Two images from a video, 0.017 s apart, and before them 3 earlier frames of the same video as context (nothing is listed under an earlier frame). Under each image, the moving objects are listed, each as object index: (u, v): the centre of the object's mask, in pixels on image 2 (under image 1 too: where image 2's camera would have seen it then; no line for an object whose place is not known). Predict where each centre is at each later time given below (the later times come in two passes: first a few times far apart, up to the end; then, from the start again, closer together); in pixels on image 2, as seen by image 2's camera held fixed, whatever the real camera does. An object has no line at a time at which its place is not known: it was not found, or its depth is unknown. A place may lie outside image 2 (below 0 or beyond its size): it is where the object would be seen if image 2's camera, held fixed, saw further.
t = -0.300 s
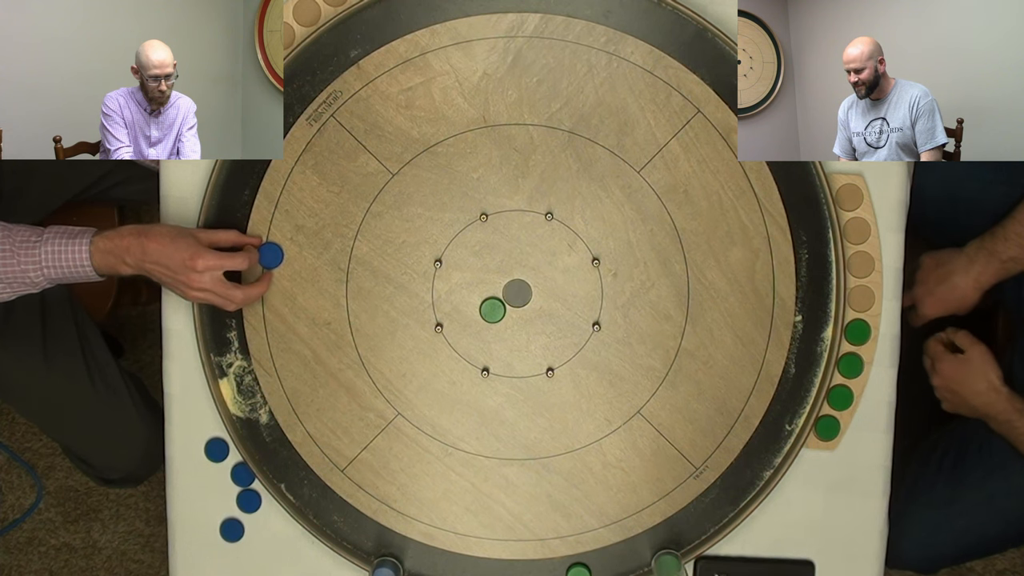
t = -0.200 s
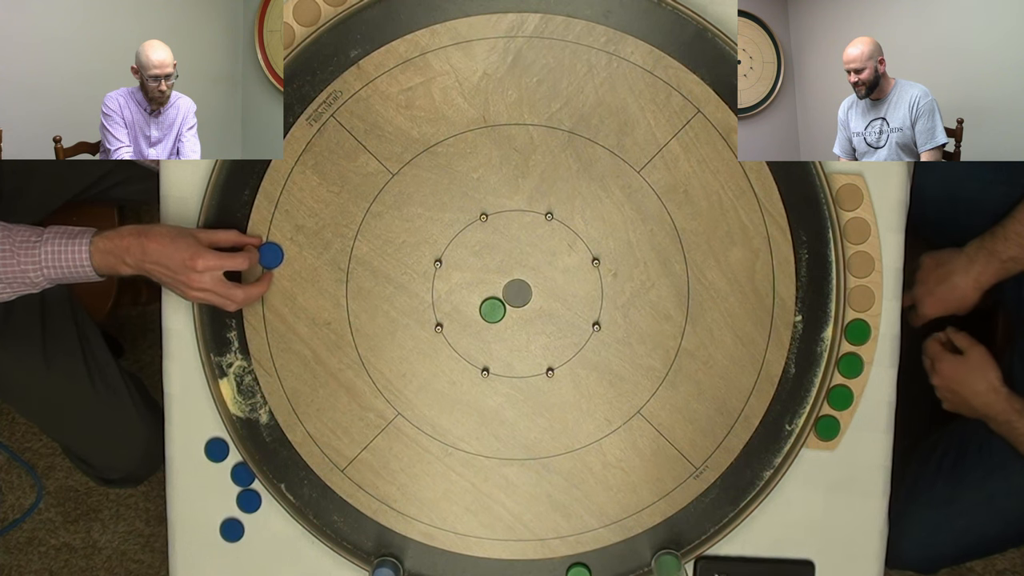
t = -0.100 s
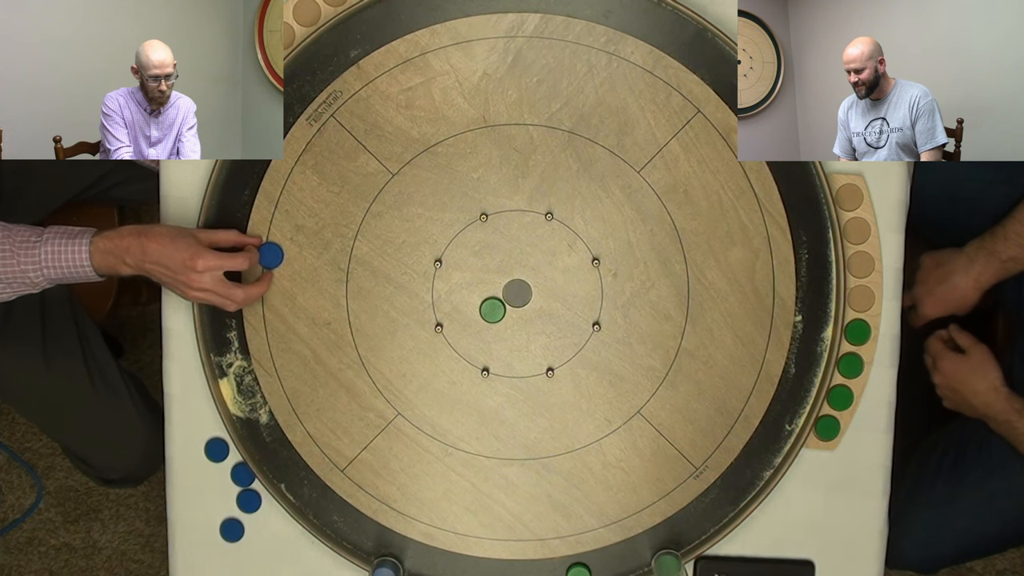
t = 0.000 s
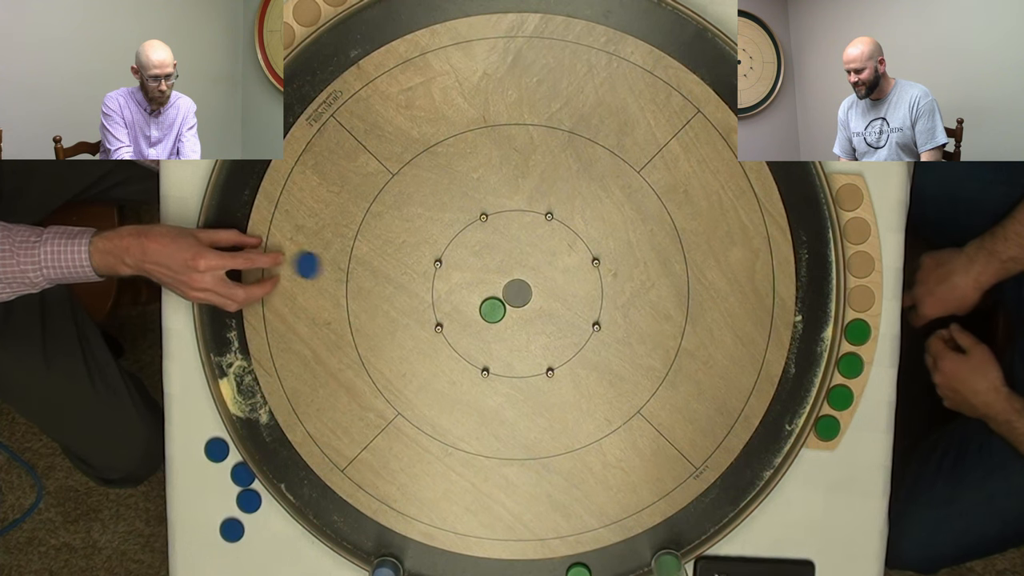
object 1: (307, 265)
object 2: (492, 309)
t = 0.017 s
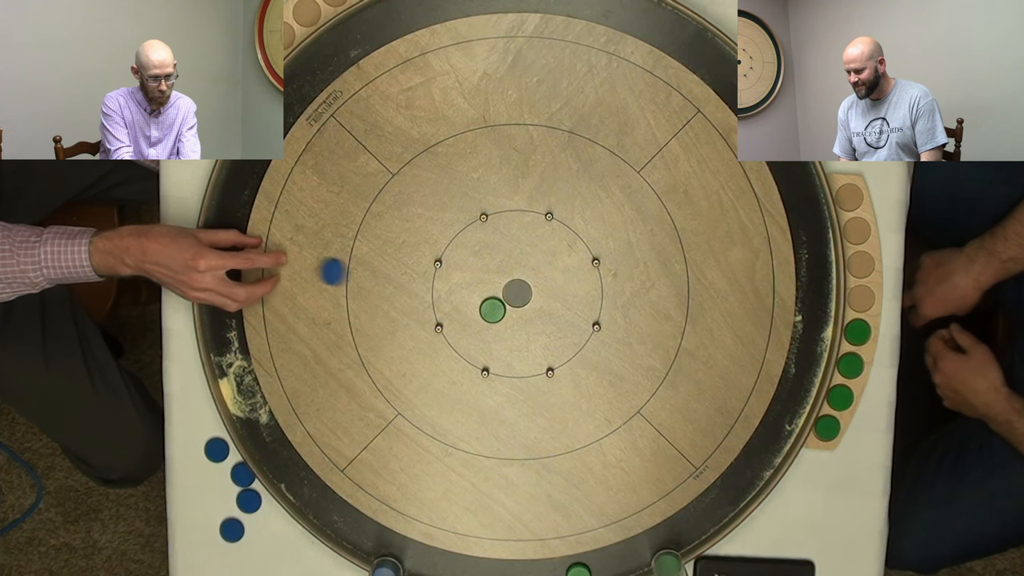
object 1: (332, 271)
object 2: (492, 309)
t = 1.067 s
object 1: (512, 212)
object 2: (511, 334)
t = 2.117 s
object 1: (512, 212)
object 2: (511, 334)
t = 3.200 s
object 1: (512, 212)
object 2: (511, 334)
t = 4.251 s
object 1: (512, 212)
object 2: (511, 334)
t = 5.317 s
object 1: (512, 212)
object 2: (511, 334)
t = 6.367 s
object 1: (512, 212)
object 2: (511, 334)
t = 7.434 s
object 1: (512, 212)
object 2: (511, 333)
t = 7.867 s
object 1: (512, 212)
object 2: (511, 333)
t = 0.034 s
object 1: (358, 278)
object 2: (492, 309)
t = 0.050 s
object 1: (382, 284)
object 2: (492, 309)
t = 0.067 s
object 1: (407, 291)
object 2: (492, 309)
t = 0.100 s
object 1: (455, 303)
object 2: (492, 309)
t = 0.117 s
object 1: (468, 307)
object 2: (504, 311)
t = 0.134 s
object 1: (471, 310)
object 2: (525, 315)
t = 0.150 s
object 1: (474, 312)
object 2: (547, 319)
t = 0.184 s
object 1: (479, 316)
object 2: (573, 324)
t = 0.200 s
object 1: (481, 317)
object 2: (556, 325)
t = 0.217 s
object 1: (483, 319)
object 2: (540, 325)
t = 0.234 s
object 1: (484, 320)
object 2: (523, 325)
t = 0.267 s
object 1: (469, 319)
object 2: (511, 328)
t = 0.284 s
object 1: (457, 318)
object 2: (511, 330)
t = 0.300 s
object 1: (455, 312)
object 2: (511, 331)
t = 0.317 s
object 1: (459, 305)
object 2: (511, 332)
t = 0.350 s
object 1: (467, 290)
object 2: (511, 333)
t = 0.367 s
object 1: (471, 283)
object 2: (511, 333)
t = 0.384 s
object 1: (475, 277)
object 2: (511, 333)
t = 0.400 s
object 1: (478, 271)
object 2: (511, 333)
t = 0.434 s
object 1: (484, 260)
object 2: (511, 333)
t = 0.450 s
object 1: (487, 255)
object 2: (511, 333)
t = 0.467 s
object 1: (490, 250)
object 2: (511, 333)
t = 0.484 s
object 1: (492, 246)
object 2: (511, 333)
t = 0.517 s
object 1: (497, 238)
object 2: (511, 333)
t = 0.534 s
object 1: (499, 234)
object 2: (511, 333)
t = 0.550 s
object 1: (501, 231)
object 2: (511, 333)
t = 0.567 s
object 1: (502, 228)
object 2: (511, 333)
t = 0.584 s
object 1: (504, 226)
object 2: (511, 333)
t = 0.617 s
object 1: (506, 221)
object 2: (511, 333)
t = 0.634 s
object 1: (507, 219)
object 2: (511, 333)
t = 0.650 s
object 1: (508, 217)
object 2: (511, 333)
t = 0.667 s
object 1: (509, 216)
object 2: (511, 333)
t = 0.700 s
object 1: (510, 213)
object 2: (511, 333)
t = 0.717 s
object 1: (510, 212)
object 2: (511, 333)
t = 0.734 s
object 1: (510, 212)
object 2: (511, 333)
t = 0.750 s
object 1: (510, 211)
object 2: (511, 333)
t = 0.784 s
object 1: (510, 211)
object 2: (511, 333)
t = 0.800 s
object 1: (511, 211)
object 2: (511, 333)
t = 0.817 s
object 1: (511, 212)
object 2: (511, 333)
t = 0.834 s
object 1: (511, 212)
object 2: (511, 333)
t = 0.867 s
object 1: (512, 212)
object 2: (511, 333)
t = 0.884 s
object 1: (512, 212)
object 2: (511, 333)
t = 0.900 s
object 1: (512, 212)
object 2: (511, 333)
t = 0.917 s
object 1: (512, 212)
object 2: (511, 333)
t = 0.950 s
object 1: (512, 212)
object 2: (511, 334)
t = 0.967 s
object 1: (512, 212)
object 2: (511, 334)
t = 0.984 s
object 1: (512, 212)
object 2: (511, 334)
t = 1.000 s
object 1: (512, 212)
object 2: (511, 334)
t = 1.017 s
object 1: (512, 212)
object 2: (511, 333)
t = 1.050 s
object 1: (512, 212)
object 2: (511, 334)
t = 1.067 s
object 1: (512, 212)
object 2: (511, 334)
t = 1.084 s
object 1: (512, 212)
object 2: (511, 334)
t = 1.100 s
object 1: (512, 212)
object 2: (511, 334)
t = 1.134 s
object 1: (512, 212)
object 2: (511, 334)
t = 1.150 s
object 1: (512, 212)
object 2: (511, 333)
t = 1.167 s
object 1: (512, 212)
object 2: (511, 333)
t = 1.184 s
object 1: (512, 212)
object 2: (511, 333)
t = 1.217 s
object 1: (512, 212)
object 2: (511, 333)
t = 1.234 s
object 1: (512, 212)
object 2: (511, 334)
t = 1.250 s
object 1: (512, 212)
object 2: (511, 334)
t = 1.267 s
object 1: (512, 212)
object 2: (511, 334)
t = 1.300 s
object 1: (512, 212)
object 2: (511, 334)
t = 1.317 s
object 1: (512, 212)
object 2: (511, 334)
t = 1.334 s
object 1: (512, 212)
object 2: (511, 334)
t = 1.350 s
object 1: (512, 212)
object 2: (511, 333)
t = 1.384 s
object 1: (512, 212)
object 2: (511, 334)
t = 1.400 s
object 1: (512, 212)
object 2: (511, 334)
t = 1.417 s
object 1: (512, 212)
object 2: (511, 333)
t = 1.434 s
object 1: (512, 212)
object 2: (511, 334)
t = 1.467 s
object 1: (512, 212)
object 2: (511, 333)
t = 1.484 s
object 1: (512, 212)
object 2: (511, 333)
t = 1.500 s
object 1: (512, 212)
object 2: (511, 334)
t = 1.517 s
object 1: (512, 212)
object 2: (511, 334)
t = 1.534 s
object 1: (512, 212)
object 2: (511, 334)
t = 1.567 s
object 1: (512, 212)
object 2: (511, 334)
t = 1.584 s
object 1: (512, 212)
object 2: (511, 334)
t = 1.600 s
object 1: (512, 212)
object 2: (511, 333)
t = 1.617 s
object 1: (512, 212)
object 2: (511, 333)
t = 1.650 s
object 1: (512, 212)
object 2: (511, 334)
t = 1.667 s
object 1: (512, 212)
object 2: (511, 333)
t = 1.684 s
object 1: (512, 212)
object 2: (511, 334)
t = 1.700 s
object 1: (512, 212)
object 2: (511, 333)
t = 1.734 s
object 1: (512, 212)
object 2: (511, 333)
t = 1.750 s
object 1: (512, 212)
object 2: (511, 334)
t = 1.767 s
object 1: (512, 212)
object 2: (511, 334)
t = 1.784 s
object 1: (512, 212)
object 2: (511, 333)
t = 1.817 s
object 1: (512, 212)
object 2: (511, 334)
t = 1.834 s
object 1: (512, 212)
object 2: (511, 333)
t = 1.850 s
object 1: (512, 212)
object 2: (511, 334)
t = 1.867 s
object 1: (512, 212)
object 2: (511, 333)
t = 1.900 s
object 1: (512, 212)
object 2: (511, 334)
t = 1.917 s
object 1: (512, 212)
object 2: (511, 334)
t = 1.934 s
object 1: (512, 212)
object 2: (511, 333)
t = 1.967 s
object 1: (512, 212)
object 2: (511, 334)
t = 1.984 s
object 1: (512, 212)
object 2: (511, 334)
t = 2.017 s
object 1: (512, 212)
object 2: (511, 333)
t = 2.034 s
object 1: (512, 212)
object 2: (511, 334)
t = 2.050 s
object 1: (512, 212)
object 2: (511, 334)
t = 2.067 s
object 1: (512, 212)
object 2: (511, 334)
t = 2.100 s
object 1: (512, 212)
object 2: (511, 333)
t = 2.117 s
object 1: (512, 212)
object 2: (511, 334)
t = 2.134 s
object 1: (512, 212)
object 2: (511, 334)
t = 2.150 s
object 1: (512, 212)
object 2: (511, 334)
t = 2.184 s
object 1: (512, 212)
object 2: (511, 333)
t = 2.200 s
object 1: (512, 212)
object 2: (511, 333)
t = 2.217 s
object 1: (512, 212)
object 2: (511, 333)
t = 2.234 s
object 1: (512, 212)
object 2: (511, 334)
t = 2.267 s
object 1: (512, 212)
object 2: (511, 334)
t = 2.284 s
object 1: (512, 212)
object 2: (511, 333)
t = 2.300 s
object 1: (512, 212)
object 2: (511, 333)
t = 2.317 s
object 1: (512, 212)
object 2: (511, 333)
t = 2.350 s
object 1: (512, 212)
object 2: (511, 334)
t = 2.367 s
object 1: (512, 212)
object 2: (511, 334)
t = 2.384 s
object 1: (512, 212)
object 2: (511, 333)
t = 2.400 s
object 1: (512, 212)
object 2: (511, 334)
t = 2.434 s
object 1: (512, 212)
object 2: (511, 334)
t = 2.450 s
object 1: (512, 212)
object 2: (511, 333)
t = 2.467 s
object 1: (512, 212)
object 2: (511, 334)
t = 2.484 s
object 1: (512, 212)
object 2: (511, 334)
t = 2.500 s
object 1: (512, 212)
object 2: (511, 333)
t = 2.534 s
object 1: (512, 212)
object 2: (511, 333)
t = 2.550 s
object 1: (512, 212)
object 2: (511, 334)
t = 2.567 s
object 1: (512, 212)
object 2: (511, 334)
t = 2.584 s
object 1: (512, 212)
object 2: (511, 334)
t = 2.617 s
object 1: (512, 212)
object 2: (511, 334)
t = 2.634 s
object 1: (512, 212)
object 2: (511, 334)
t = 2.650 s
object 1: (512, 212)
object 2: (511, 334)
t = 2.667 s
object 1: (512, 212)
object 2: (511, 333)
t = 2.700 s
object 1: (512, 212)
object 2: (511, 333)
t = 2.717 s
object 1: (512, 212)
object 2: (511, 334)
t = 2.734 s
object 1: (512, 212)
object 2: (511, 334)
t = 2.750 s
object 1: (512, 212)
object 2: (511, 334)
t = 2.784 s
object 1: (512, 212)
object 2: (511, 333)
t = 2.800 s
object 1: (512, 212)
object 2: (511, 333)
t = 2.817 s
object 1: (512, 212)
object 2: (511, 334)
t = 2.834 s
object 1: (512, 212)
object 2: (511, 334)
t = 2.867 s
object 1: (512, 212)
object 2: (511, 334)
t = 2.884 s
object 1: (512, 212)
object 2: (511, 334)
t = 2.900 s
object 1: (512, 212)
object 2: (511, 334)
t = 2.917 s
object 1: (512, 212)
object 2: (511, 334)
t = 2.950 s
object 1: (512, 212)
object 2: (511, 333)
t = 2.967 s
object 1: (512, 212)
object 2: (511, 333)
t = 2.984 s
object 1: (512, 212)
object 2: (511, 334)
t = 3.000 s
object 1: (512, 212)
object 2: (511, 334)
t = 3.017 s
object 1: (512, 212)
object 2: (511, 334)
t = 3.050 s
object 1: (512, 212)
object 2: (511, 334)
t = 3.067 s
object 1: (512, 212)
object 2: (511, 334)
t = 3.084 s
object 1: (512, 212)
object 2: (511, 333)
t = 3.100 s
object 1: (512, 212)
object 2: (511, 334)
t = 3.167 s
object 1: (512, 212)
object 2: (511, 334)
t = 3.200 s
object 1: (512, 212)
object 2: (511, 334)
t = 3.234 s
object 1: (512, 212)
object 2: (511, 334)
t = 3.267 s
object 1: (512, 212)
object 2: (511, 334)
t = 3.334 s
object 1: (512, 212)
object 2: (511, 334)
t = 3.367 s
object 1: (512, 212)
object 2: (511, 333)
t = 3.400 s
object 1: (512, 212)
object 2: (511, 334)
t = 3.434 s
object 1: (512, 212)
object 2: (511, 334)
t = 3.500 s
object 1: (512, 212)
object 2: (511, 333)
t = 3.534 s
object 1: (512, 212)
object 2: (511, 334)
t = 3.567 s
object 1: (512, 212)
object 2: (511, 334)
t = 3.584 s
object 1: (512, 212)
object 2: (511, 333)
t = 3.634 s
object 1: (512, 212)
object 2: (511, 334)
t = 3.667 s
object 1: (512, 212)
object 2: (511, 333)
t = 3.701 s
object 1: (512, 212)
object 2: (511, 333)
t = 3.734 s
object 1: (512, 212)
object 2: (511, 333)
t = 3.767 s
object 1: (512, 212)
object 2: (511, 333)
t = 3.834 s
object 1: (512, 212)
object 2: (511, 333)
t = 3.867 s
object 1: (512, 212)
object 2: (511, 333)
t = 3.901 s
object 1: (512, 212)
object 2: (511, 334)
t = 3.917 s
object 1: (512, 212)
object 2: (511, 334)
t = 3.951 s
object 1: (512, 212)
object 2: (511, 334)
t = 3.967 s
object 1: (512, 212)
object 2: (511, 333)
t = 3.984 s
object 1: (512, 212)
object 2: (511, 334)
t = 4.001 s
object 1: (512, 212)
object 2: (511, 333)
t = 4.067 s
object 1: (512, 212)
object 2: (511, 333)
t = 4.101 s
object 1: (512, 212)
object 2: (511, 333)
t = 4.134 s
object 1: (512, 212)
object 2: (511, 333)
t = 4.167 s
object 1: (512, 212)
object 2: (511, 334)
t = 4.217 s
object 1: (512, 212)
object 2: (511, 333)
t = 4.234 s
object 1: (512, 212)
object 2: (511, 333)
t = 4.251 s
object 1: (512, 212)
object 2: (511, 334)
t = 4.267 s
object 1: (512, 212)
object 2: (511, 333)
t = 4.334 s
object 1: (512, 212)
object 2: (511, 334)
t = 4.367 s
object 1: (512, 212)
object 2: (511, 334)
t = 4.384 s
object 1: (512, 212)
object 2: (511, 334)
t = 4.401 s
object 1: (512, 212)
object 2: (511, 333)
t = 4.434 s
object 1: (512, 212)
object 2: (511, 333)
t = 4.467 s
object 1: (512, 212)
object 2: (511, 334)
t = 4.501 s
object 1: (512, 212)
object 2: (511, 334)
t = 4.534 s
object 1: (512, 212)
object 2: (511, 334)
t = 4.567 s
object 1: (512, 212)
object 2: (511, 333)
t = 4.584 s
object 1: (512, 212)
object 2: (511, 333)
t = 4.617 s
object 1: (512, 212)
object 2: (511, 333)
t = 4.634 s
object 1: (512, 212)
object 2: (511, 333)
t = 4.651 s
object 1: (512, 212)
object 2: (511, 334)
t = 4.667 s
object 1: (512, 212)
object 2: (511, 333)
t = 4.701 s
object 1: (512, 212)
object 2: (511, 333)
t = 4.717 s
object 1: (512, 212)
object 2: (511, 333)
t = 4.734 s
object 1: (512, 212)
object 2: (511, 333)
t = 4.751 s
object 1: (512, 212)
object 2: (511, 334)
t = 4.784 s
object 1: (512, 212)
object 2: (511, 333)
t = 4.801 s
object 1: (512, 212)
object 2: (511, 334)
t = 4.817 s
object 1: (512, 212)
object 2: (511, 333)
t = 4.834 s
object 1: (512, 212)
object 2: (511, 334)
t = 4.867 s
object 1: (512, 212)
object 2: (511, 334)
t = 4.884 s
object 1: (512, 212)
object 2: (511, 334)
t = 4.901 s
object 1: (512, 212)
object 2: (511, 334)
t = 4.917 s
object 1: (512, 212)
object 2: (511, 333)
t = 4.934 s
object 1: (512, 212)
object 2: (511, 333)
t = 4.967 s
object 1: (512, 212)
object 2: (511, 334)
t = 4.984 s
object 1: (512, 212)
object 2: (511, 333)
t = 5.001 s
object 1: (512, 212)
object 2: (511, 334)
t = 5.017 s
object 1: (512, 212)
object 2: (511, 333)
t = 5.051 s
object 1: (512, 212)
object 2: (511, 334)
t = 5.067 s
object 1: (512, 212)
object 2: (511, 334)
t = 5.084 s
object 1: (512, 212)
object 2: (511, 333)
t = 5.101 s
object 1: (512, 212)
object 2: (511, 333)
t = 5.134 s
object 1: (512, 212)
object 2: (511, 334)
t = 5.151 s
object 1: (512, 212)
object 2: (511, 333)
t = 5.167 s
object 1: (512, 212)
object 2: (511, 334)
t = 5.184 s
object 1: (512, 212)
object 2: (511, 334)
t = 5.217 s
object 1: (512, 212)
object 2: (511, 334)
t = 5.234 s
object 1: (512, 212)
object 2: (511, 334)
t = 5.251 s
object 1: (512, 212)
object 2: (511, 334)
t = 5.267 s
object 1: (512, 212)
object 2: (511, 334)
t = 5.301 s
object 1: (512, 212)
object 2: (511, 334)
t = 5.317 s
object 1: (512, 212)
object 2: (511, 334)
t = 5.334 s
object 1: (512, 212)
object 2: (511, 334)
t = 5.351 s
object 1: (512, 212)
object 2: (511, 334)
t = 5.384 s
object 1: (512, 212)
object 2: (511, 333)
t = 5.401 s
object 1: (512, 212)
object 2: (511, 334)
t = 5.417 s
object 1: (512, 212)
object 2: (511, 334)
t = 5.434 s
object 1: (512, 212)
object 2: (511, 334)
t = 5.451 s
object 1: (512, 212)
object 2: (511, 334)
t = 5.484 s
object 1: (512, 212)
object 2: (511, 333)
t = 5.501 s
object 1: (512, 212)
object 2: (511, 333)
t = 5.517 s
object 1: (512, 212)
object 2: (511, 333)
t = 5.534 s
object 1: (512, 212)
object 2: (511, 334)
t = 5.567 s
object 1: (512, 212)
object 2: (511, 334)
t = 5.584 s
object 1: (512, 212)
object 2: (511, 333)
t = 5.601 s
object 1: (512, 212)
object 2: (511, 334)
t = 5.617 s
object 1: (512, 212)
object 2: (511, 334)
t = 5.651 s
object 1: (512, 212)
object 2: (511, 333)
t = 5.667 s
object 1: (512, 212)
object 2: (511, 334)
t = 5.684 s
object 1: (512, 212)
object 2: (511, 334)
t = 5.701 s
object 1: (512, 212)
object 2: (511, 334)
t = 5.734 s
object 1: (512, 212)
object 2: (511, 334)
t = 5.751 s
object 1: (512, 212)
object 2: (511, 334)
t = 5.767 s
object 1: (512, 212)
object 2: (511, 333)
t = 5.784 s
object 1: (512, 212)
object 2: (511, 334)
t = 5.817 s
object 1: (512, 212)
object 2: (511, 334)
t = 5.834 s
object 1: (512, 212)
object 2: (511, 334)
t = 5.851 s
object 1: (512, 212)
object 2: (511, 334)
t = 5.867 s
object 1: (512, 212)
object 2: (511, 333)
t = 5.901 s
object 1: (512, 212)
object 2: (511, 334)
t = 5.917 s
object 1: (512, 212)
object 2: (511, 334)
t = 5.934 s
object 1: (512, 212)
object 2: (511, 333)
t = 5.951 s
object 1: (512, 212)
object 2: (511, 334)
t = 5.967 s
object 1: (512, 212)
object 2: (511, 334)
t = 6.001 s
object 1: (512, 212)
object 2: (511, 334)
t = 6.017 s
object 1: (512, 212)
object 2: (511, 333)
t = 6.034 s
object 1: (512, 212)
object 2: (511, 334)
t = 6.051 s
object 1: (512, 212)
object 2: (511, 334)
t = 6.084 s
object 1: (512, 212)
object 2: (511, 334)
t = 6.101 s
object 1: (512, 212)
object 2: (511, 334)
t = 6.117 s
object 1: (512, 212)
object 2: (511, 334)
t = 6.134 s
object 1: (512, 212)
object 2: (511, 334)
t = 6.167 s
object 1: (512, 212)
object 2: (511, 333)
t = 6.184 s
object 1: (512, 212)
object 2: (511, 333)
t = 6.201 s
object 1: (512, 212)
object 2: (511, 334)
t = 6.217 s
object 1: (512, 212)
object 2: (511, 334)
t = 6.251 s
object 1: (512, 212)
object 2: (511, 334)
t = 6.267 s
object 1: (512, 212)
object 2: (511, 334)
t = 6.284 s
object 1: (512, 212)
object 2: (511, 333)
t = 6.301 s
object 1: (512, 212)
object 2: (511, 334)
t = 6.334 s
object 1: (512, 212)
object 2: (511, 334)
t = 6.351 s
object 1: (512, 212)
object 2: (511, 333)
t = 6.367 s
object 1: (512, 212)
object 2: (511, 334)
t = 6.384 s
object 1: (512, 212)
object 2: (511, 333)
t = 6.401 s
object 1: (512, 212)
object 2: (511, 334)
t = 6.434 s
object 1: (512, 212)
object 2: (511, 333)
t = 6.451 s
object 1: (512, 212)
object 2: (511, 334)
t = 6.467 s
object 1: (512, 212)
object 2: (511, 333)
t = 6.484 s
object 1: (512, 212)
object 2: (511, 333)
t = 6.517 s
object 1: (512, 212)
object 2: (511, 333)
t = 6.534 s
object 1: (512, 212)
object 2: (511, 334)
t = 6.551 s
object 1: (512, 212)
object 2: (511, 333)
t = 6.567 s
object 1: (512, 212)
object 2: (511, 333)
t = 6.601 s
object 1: (512, 212)
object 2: (511, 333)
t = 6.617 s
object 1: (512, 212)
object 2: (511, 333)
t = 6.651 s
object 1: (512, 212)
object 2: (511, 333)
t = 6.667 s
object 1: (512, 212)
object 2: (511, 334)
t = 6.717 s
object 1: (512, 212)
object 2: (511, 333)
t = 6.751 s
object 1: (512, 212)
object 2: (511, 333)
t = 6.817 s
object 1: (512, 212)
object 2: (511, 333)
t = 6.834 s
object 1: (512, 212)
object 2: (511, 334)
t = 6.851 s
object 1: (512, 212)
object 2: (511, 334)
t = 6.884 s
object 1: (512, 212)
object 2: (511, 333)
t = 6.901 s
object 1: (512, 212)
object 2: (511, 333)
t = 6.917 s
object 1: (512, 212)
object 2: (511, 333)
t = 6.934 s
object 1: (512, 212)
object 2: (511, 333)
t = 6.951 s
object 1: (512, 212)
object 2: (511, 333)
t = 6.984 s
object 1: (512, 212)
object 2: (511, 333)
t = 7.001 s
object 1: (512, 212)
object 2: (511, 333)
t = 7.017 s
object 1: (512, 212)
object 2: (511, 334)
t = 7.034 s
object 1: (512, 212)
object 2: (511, 333)
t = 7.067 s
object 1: (512, 212)
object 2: (511, 333)
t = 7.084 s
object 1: (512, 212)
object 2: (511, 334)
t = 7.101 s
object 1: (512, 212)
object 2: (511, 333)
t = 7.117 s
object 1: (512, 212)
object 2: (511, 333)
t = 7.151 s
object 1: (512, 212)
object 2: (511, 333)
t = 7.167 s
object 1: (512, 212)
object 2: (511, 334)
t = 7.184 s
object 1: (512, 212)
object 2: (511, 333)
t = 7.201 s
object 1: (512, 212)
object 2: (511, 333)
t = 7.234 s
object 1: (512, 212)
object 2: (511, 333)
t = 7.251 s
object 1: (512, 212)
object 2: (511, 333)
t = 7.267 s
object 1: (512, 212)
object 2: (511, 334)
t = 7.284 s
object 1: (512, 212)
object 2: (511, 334)
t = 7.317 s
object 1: (512, 212)
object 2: (511, 334)
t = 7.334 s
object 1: (512, 212)
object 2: (511, 334)
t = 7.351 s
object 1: (512, 212)
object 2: (511, 333)
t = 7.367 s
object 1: (512, 212)
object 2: (511, 334)
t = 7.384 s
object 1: (512, 212)
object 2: (511, 334)
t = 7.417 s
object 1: (512, 212)
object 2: (511, 333)
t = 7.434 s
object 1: (512, 212)
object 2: (511, 333)
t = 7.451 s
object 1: (512, 212)
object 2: (511, 333)
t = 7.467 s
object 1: (512, 212)
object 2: (511, 333)
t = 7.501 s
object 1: (512, 212)
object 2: (511, 333)
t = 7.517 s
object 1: (512, 212)
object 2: (511, 333)
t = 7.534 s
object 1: (512, 212)
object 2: (511, 333)
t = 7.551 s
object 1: (512, 212)
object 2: (511, 333)
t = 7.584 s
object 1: (512, 212)
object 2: (511, 333)
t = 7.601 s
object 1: (512, 212)
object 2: (511, 333)
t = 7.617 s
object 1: (512, 212)
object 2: (511, 333)
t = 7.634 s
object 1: (512, 212)
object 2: (511, 333)
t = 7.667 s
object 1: (512, 212)
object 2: (511, 333)
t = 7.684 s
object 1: (512, 212)
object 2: (511, 333)
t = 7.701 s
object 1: (512, 212)
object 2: (511, 334)
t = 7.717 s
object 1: (512, 212)
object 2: (511, 334)
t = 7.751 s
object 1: (512, 212)
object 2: (511, 333)
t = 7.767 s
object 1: (512, 212)
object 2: (511, 333)
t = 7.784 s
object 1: (512, 212)
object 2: (511, 333)
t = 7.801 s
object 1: (512, 212)
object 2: (511, 333)
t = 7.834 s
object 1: (512, 212)
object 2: (511, 333)
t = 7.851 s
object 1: (512, 212)
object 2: (511, 333)
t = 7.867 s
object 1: (512, 212)
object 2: (511, 333)
